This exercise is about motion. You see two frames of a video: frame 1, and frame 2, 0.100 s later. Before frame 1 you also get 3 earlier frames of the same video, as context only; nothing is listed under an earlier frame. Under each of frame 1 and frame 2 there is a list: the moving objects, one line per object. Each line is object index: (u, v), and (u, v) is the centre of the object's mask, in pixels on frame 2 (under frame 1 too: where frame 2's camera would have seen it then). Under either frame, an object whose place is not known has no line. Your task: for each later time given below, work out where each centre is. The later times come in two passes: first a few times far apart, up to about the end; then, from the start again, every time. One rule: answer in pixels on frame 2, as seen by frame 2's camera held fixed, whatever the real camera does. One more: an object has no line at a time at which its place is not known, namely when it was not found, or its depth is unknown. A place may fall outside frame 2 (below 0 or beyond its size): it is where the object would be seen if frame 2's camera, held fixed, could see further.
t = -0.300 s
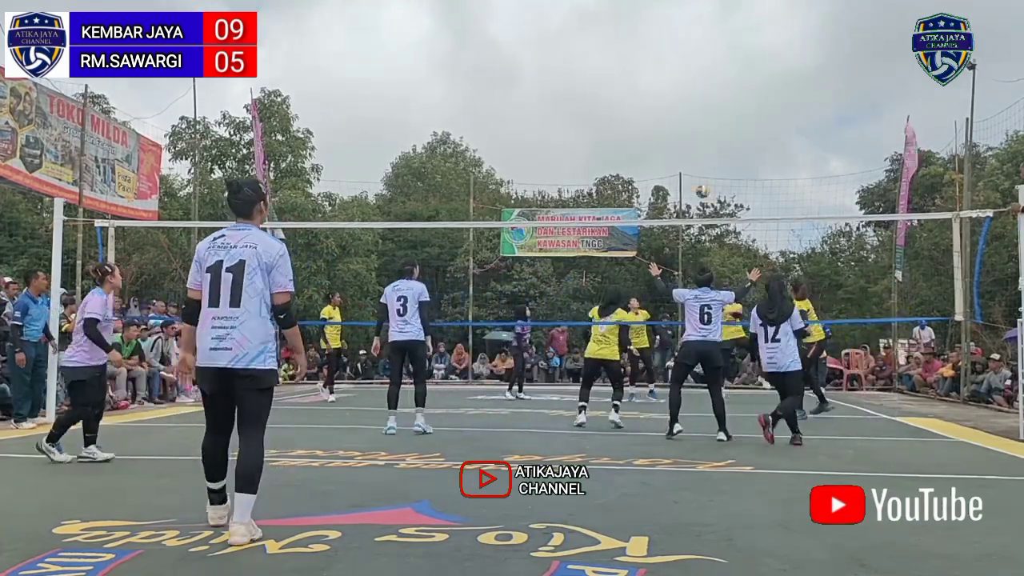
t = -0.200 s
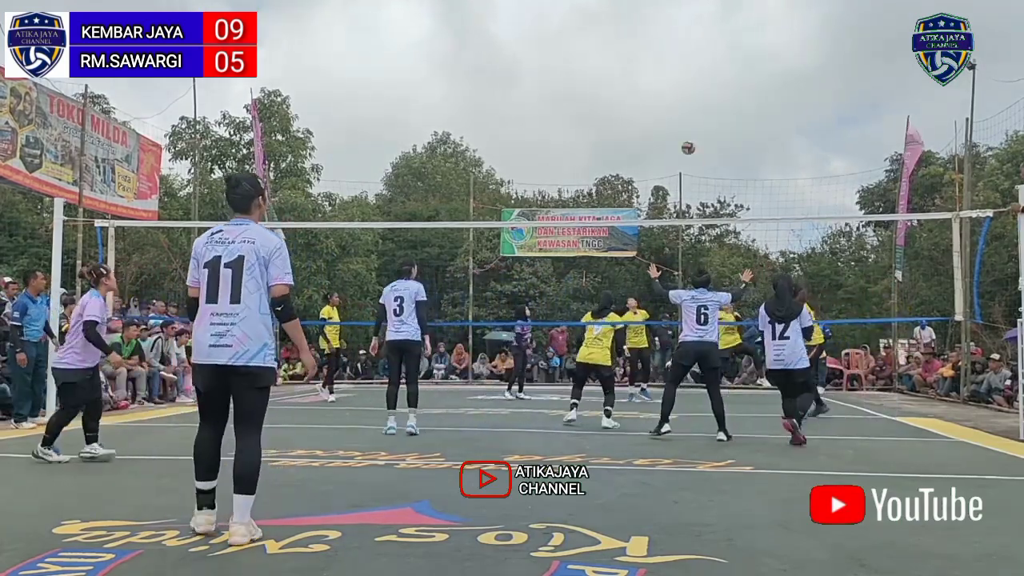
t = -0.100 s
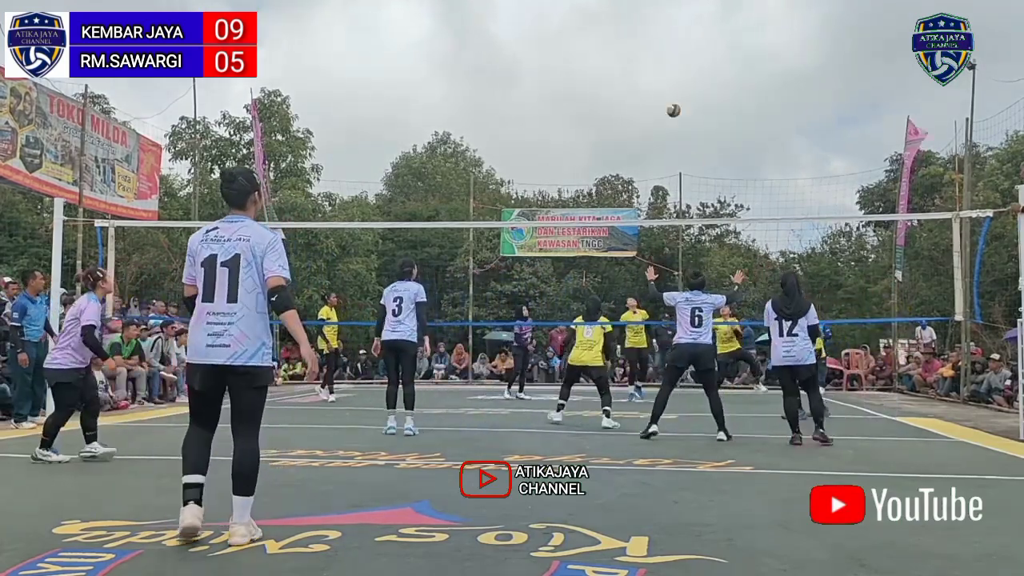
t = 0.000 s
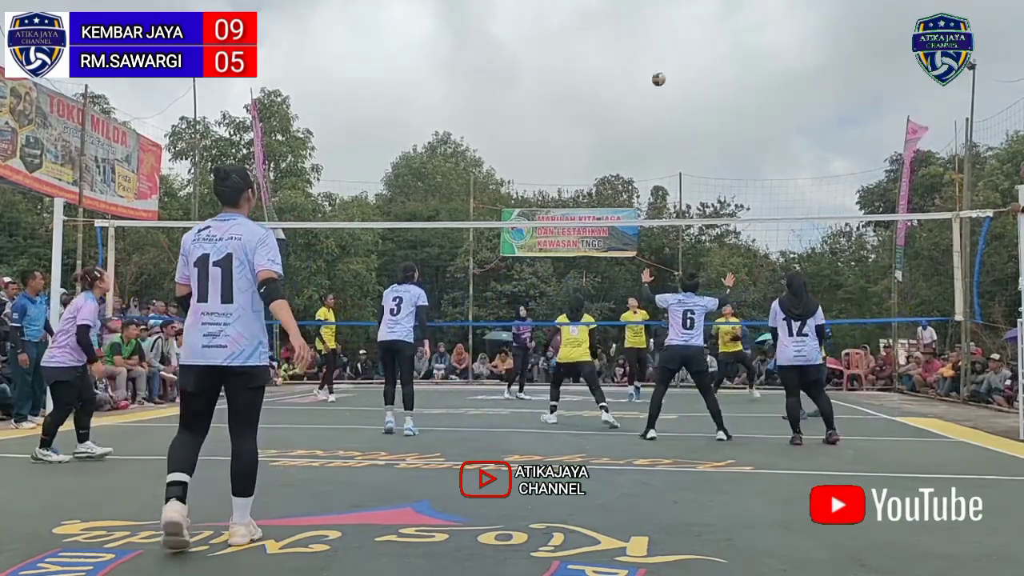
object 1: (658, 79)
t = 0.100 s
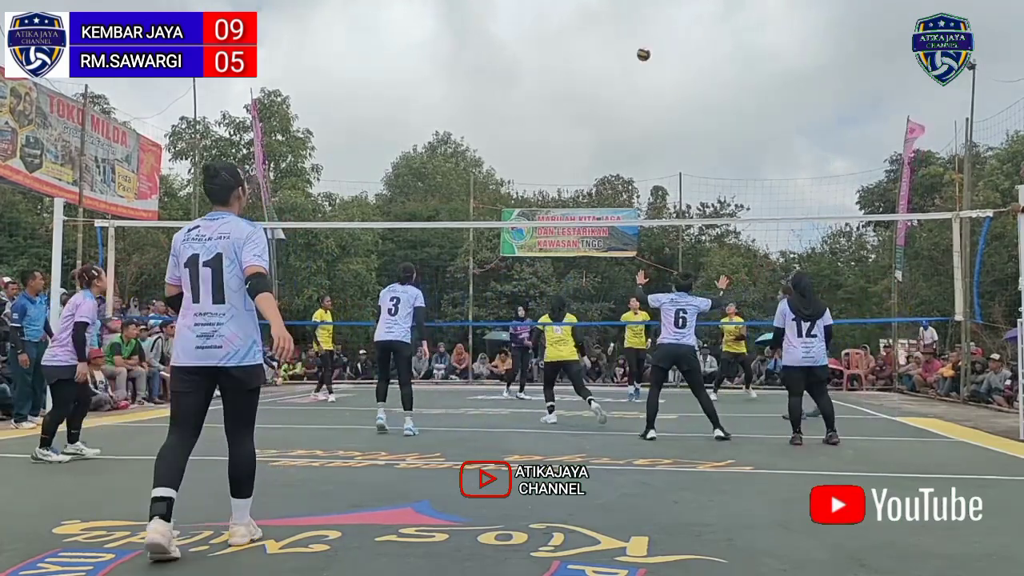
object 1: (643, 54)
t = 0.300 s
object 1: (613, 22)
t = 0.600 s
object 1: (566, 22)
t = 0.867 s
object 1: (524, 70)
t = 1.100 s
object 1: (486, 152)
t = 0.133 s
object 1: (638, 47)
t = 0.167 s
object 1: (633, 41)
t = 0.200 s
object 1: (628, 35)
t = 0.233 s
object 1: (623, 30)
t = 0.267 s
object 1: (618, 26)
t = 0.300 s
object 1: (613, 22)
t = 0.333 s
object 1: (608, 19)
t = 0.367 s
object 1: (602, 17)
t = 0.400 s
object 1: (597, 16)
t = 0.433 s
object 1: (592, 15)
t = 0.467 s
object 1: (587, 15)
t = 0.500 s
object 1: (582, 16)
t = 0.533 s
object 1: (576, 17)
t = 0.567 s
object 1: (571, 19)
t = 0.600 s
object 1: (566, 22)
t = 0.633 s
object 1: (561, 25)
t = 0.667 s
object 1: (556, 29)
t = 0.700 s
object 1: (550, 34)
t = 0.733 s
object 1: (545, 40)
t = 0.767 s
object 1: (539, 47)
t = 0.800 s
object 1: (534, 54)
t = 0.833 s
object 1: (529, 61)
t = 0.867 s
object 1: (524, 70)
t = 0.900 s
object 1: (518, 80)
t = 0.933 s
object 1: (513, 90)
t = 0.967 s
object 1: (507, 100)
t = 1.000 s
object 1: (502, 112)
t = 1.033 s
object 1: (497, 124)
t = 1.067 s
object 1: (491, 138)
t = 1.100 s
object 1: (486, 152)
